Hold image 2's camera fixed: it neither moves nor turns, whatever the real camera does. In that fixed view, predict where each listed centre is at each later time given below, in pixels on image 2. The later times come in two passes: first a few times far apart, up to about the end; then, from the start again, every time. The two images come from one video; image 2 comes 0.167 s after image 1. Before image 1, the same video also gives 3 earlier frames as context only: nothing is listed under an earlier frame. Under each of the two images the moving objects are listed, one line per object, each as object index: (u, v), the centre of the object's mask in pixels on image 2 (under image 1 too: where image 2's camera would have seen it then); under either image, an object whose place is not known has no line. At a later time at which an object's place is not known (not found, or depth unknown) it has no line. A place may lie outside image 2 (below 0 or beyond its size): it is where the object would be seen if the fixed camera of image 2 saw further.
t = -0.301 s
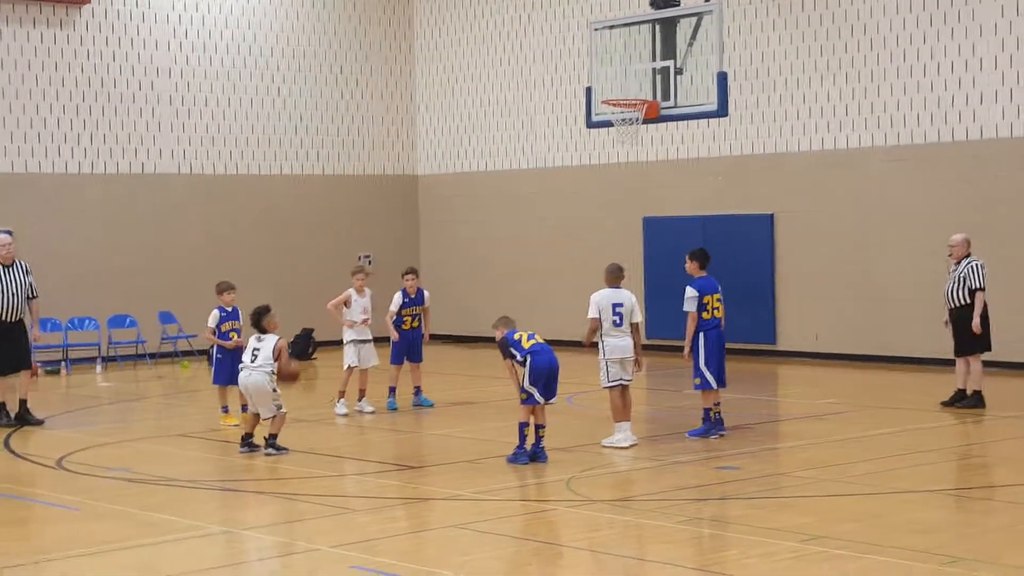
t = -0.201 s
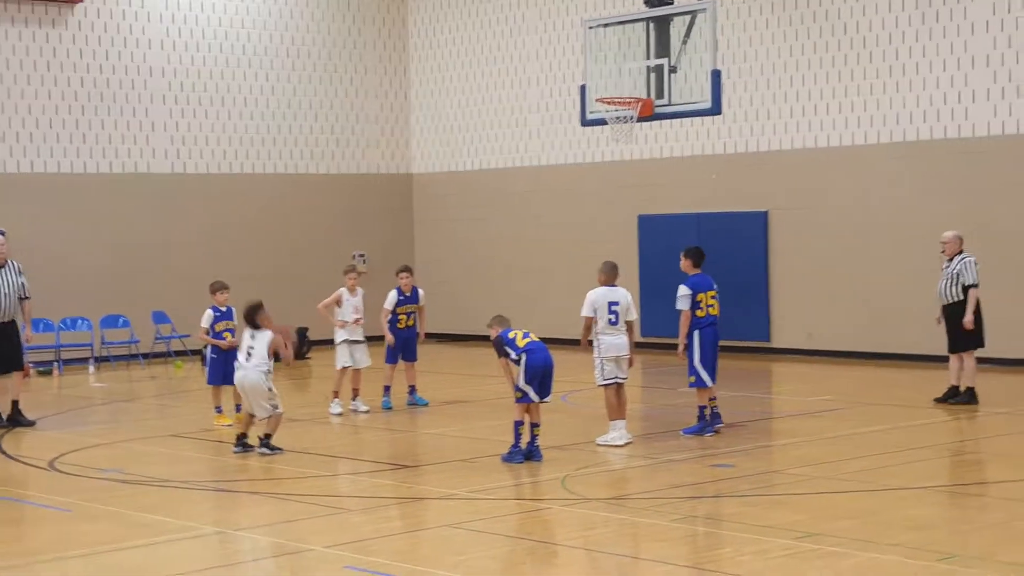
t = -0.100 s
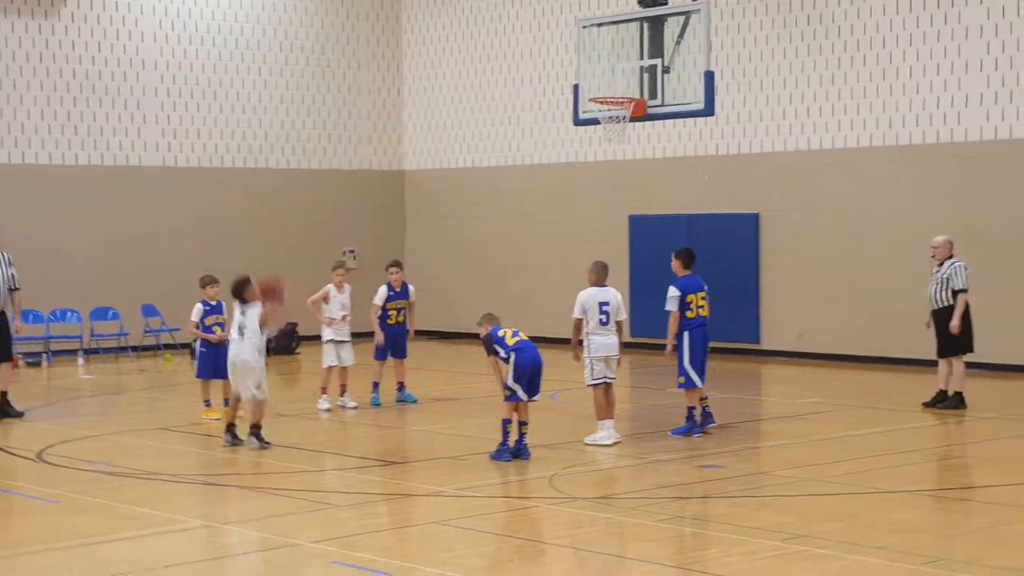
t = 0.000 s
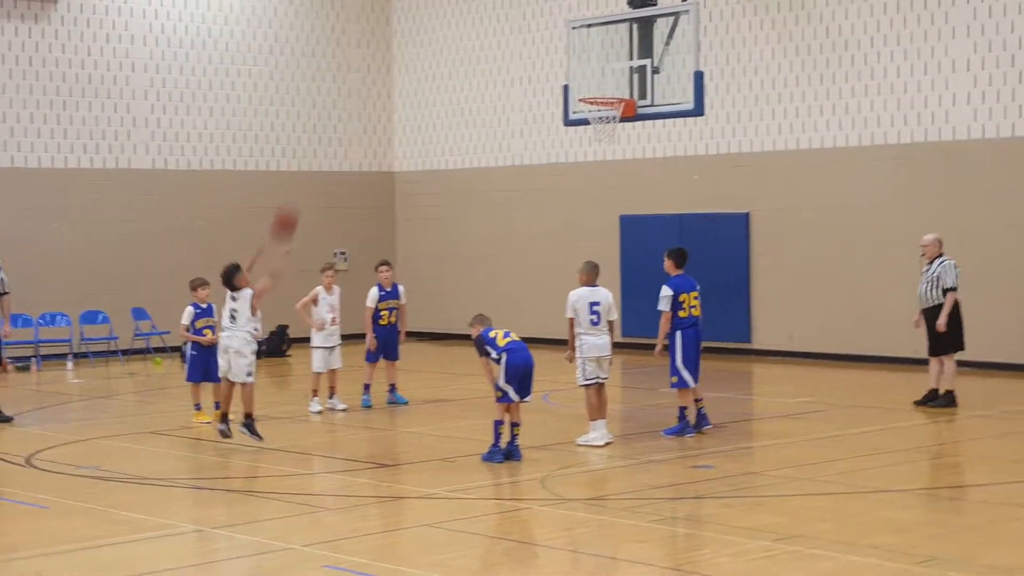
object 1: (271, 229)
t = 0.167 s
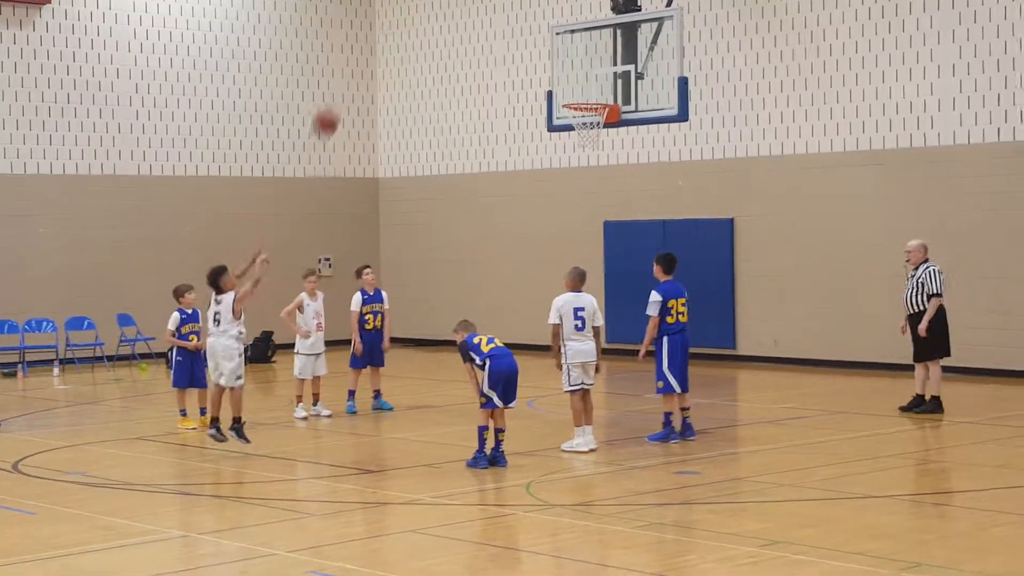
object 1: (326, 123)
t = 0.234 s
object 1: (346, 91)
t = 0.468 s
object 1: (420, 22)
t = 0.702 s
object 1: (490, 15)
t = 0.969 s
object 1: (565, 74)
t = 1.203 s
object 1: (599, 122)
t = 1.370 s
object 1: (591, 135)
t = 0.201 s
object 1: (337, 105)
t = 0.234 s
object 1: (346, 91)
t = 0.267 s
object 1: (357, 77)
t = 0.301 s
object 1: (368, 64)
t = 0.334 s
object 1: (377, 54)
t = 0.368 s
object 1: (388, 43)
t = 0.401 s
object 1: (398, 36)
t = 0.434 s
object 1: (409, 29)
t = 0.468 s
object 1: (420, 22)
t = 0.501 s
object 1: (431, 17)
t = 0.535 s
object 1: (442, 14)
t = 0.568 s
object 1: (452, 12)
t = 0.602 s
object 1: (462, 11)
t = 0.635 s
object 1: (471, 11)
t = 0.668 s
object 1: (480, 13)
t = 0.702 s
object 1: (490, 15)
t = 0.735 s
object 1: (499, 19)
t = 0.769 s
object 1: (509, 23)
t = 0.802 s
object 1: (519, 30)
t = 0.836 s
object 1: (527, 36)
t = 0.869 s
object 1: (537, 44)
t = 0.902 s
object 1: (547, 53)
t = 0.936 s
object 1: (555, 63)
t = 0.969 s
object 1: (565, 74)
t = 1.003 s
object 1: (573, 85)
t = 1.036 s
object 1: (582, 96)
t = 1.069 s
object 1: (591, 113)
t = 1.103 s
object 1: (599, 123)
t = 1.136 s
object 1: (600, 127)
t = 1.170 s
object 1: (598, 126)
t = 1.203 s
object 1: (599, 122)
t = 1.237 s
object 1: (598, 123)
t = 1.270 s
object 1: (596, 124)
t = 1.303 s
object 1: (595, 126)
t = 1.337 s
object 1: (593, 131)
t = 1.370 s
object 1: (591, 135)
